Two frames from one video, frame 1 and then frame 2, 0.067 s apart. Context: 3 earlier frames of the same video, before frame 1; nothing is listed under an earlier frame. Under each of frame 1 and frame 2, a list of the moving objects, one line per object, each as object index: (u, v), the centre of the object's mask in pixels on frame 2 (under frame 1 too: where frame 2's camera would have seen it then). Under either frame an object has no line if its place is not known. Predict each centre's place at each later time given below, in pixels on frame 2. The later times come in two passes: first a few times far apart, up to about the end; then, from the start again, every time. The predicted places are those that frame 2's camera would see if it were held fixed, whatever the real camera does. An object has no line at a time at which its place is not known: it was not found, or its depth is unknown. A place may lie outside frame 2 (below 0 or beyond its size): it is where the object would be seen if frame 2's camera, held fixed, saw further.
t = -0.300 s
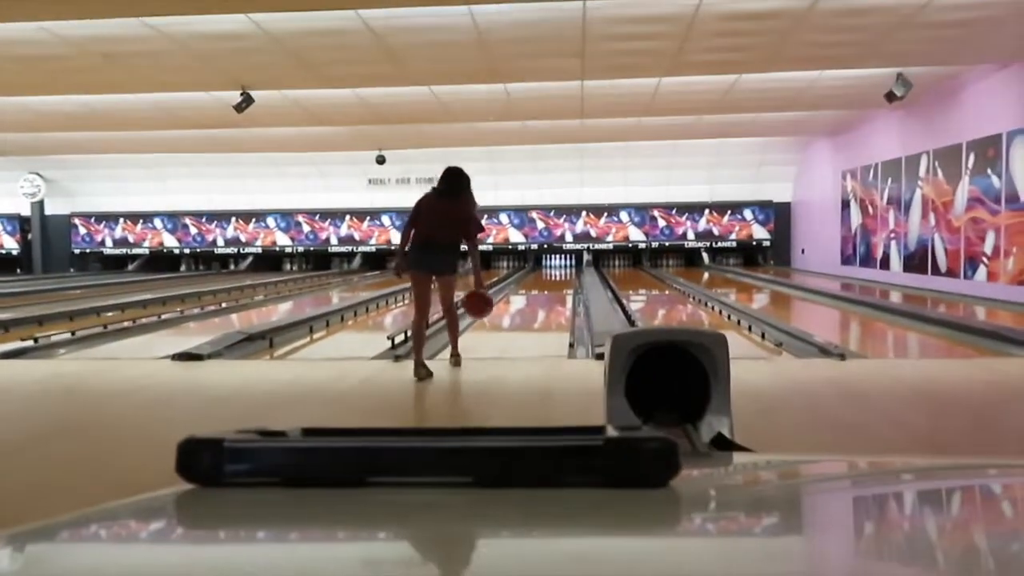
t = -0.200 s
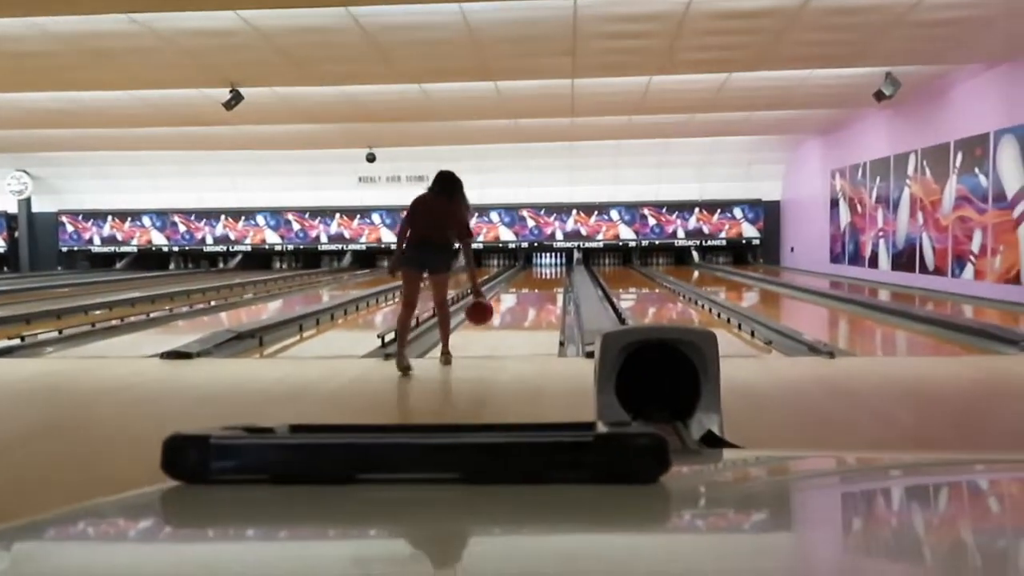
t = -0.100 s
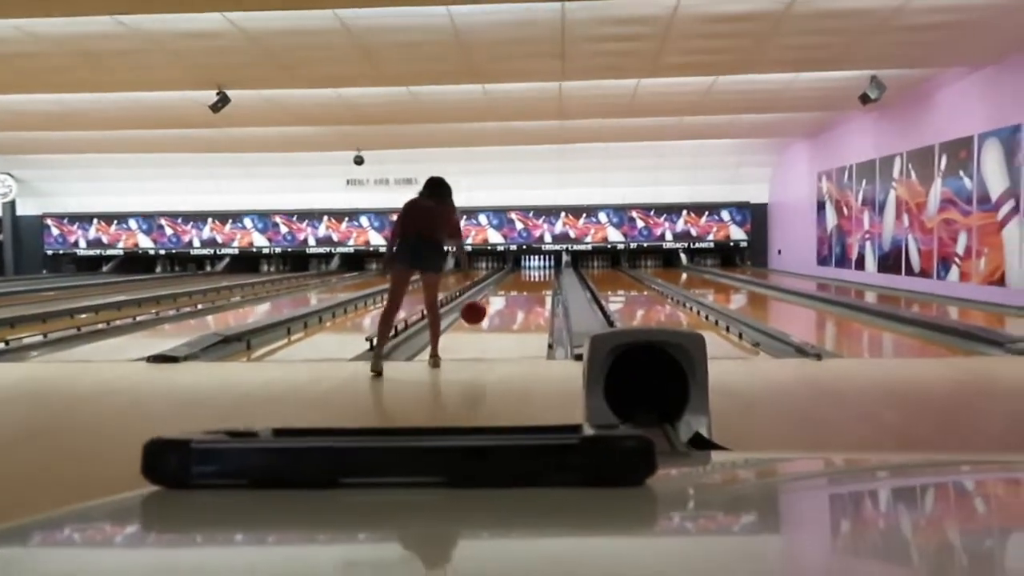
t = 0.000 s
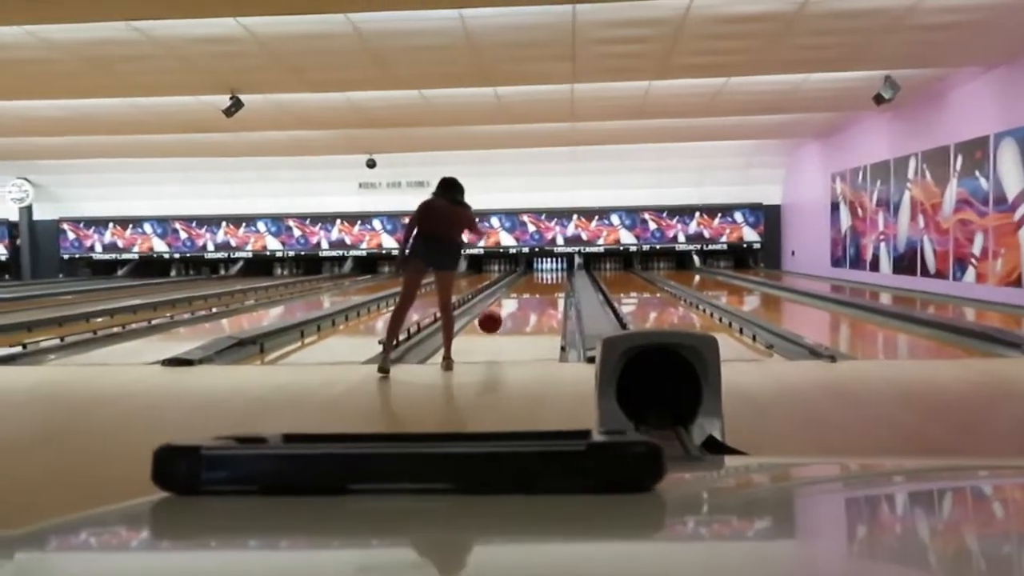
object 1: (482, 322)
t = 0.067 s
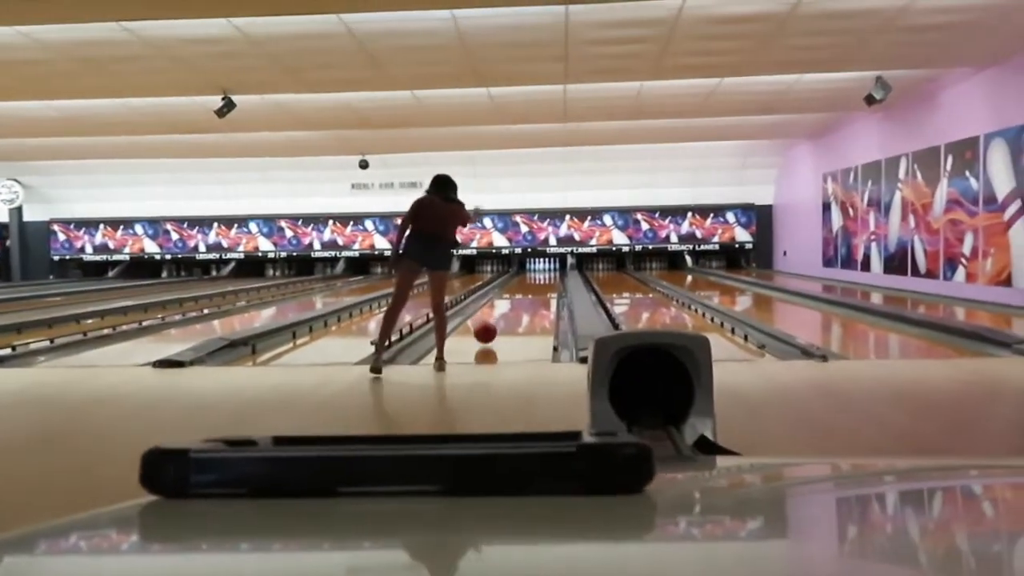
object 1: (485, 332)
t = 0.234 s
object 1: (491, 326)
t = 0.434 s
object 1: (495, 315)
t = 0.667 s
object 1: (499, 307)
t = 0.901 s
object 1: (502, 301)
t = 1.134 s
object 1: (505, 297)
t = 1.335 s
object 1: (506, 293)
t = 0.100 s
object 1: (486, 331)
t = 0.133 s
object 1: (488, 329)
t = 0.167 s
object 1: (488, 329)
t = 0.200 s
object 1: (490, 327)
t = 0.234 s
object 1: (491, 326)
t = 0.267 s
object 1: (491, 323)
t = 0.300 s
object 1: (492, 321)
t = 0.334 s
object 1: (493, 320)
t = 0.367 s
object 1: (493, 318)
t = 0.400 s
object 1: (494, 317)
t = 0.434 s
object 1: (495, 315)
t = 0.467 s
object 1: (495, 314)
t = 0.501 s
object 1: (495, 313)
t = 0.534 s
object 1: (496, 312)
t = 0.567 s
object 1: (497, 310)
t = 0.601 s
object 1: (497, 309)
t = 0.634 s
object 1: (498, 308)
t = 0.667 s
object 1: (499, 307)
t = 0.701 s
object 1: (499, 307)
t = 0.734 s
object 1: (500, 306)
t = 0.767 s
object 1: (500, 305)
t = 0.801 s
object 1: (500, 304)
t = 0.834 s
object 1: (501, 303)
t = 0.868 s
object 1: (502, 302)
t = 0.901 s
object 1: (502, 301)
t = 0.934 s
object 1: (503, 301)
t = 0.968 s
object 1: (503, 300)
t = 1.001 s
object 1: (503, 299)
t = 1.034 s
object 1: (503, 299)
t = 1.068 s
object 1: (503, 298)
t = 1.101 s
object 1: (504, 298)
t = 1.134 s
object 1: (505, 297)
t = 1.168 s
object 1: (505, 296)
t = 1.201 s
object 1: (505, 296)
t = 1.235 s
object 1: (506, 295)
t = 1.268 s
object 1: (506, 294)
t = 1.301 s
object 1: (506, 294)
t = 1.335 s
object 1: (506, 293)
